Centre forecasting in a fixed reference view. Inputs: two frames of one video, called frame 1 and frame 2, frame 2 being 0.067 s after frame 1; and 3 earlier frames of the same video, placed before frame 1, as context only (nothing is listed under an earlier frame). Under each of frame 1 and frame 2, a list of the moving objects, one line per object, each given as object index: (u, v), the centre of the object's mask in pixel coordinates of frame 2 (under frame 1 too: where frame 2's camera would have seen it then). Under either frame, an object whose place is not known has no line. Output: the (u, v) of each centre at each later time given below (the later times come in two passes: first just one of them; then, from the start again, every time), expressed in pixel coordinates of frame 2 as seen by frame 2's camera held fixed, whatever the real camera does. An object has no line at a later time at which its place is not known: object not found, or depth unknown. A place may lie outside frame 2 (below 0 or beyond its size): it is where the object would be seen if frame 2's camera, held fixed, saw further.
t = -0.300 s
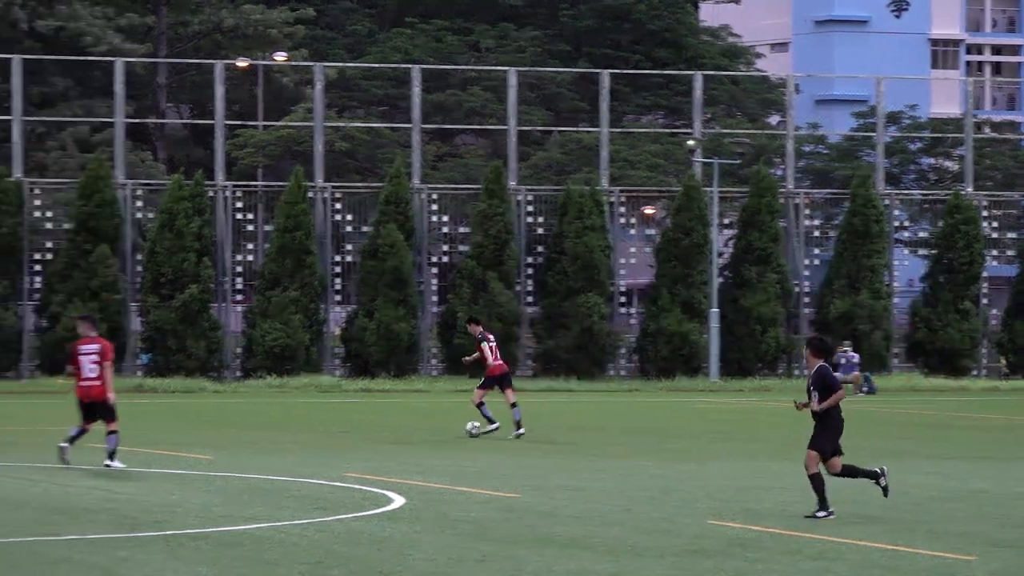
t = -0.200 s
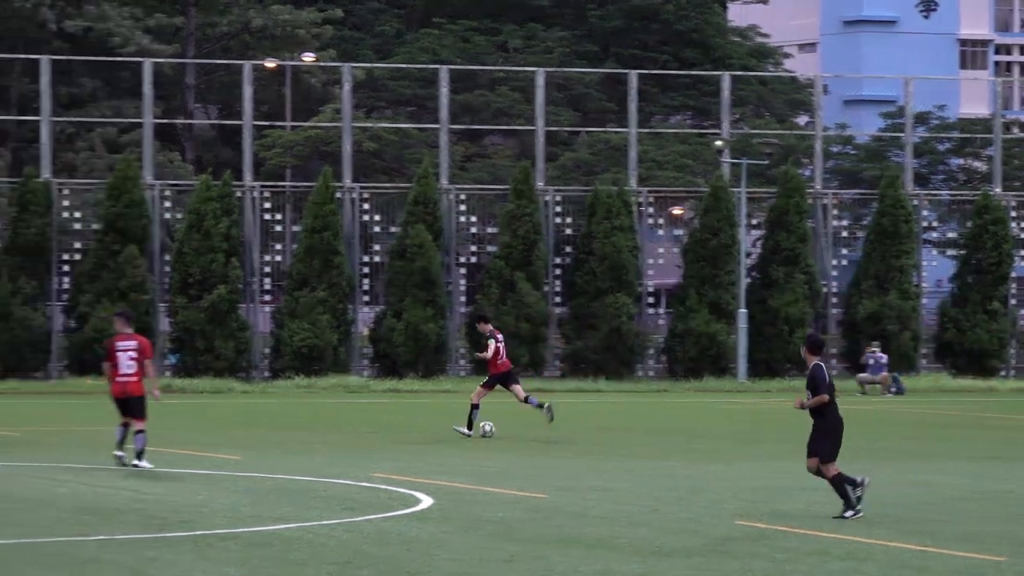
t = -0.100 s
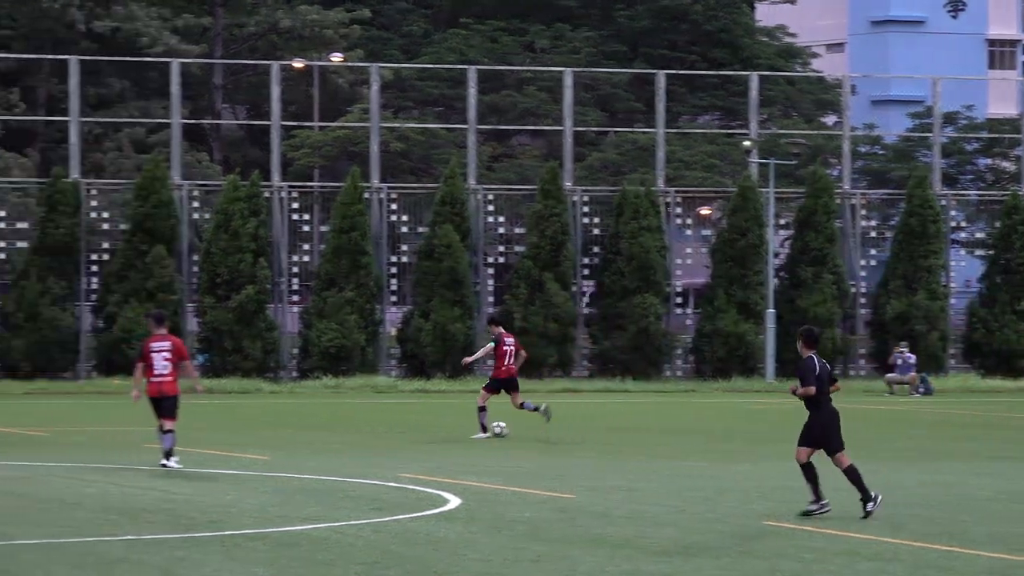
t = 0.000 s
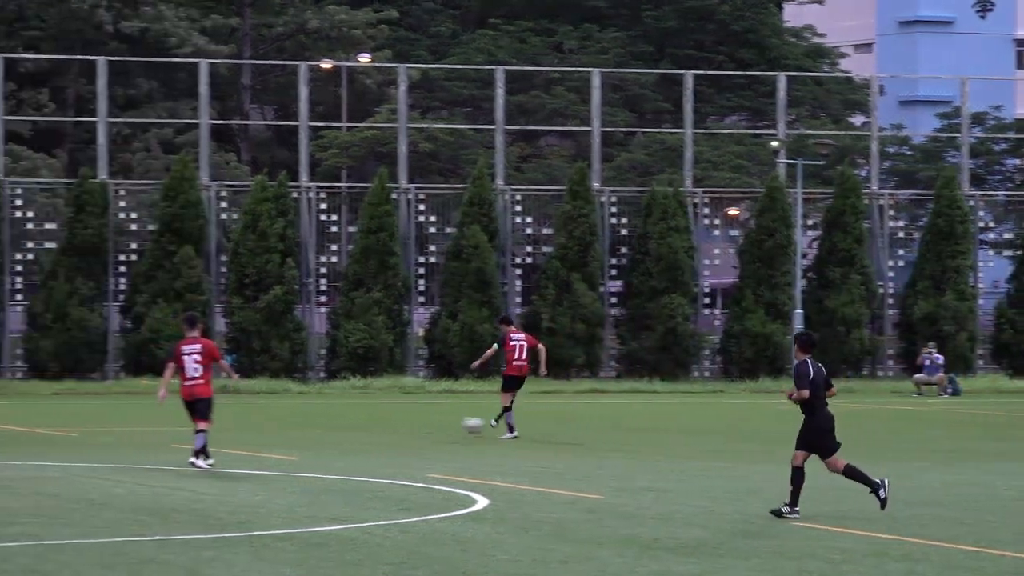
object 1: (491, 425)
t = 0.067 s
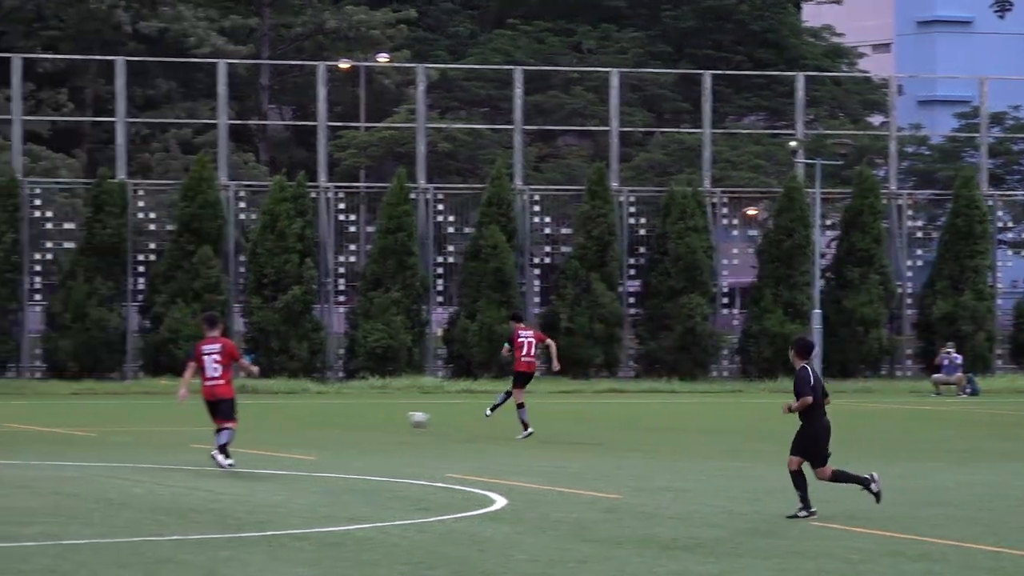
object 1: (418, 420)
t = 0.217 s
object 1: (262, 422)
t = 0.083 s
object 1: (400, 418)
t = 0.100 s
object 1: (383, 418)
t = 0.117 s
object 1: (365, 418)
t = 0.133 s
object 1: (347, 418)
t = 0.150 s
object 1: (330, 418)
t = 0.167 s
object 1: (312, 419)
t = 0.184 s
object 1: (295, 420)
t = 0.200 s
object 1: (279, 421)
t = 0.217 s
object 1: (262, 422)
